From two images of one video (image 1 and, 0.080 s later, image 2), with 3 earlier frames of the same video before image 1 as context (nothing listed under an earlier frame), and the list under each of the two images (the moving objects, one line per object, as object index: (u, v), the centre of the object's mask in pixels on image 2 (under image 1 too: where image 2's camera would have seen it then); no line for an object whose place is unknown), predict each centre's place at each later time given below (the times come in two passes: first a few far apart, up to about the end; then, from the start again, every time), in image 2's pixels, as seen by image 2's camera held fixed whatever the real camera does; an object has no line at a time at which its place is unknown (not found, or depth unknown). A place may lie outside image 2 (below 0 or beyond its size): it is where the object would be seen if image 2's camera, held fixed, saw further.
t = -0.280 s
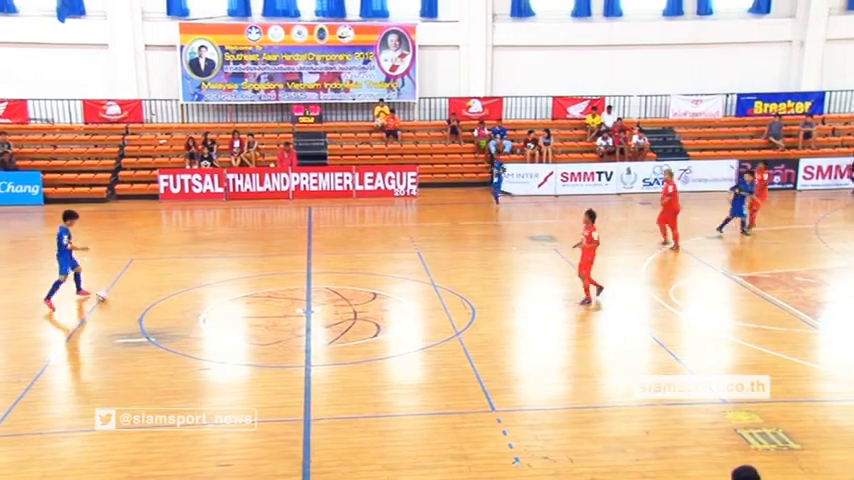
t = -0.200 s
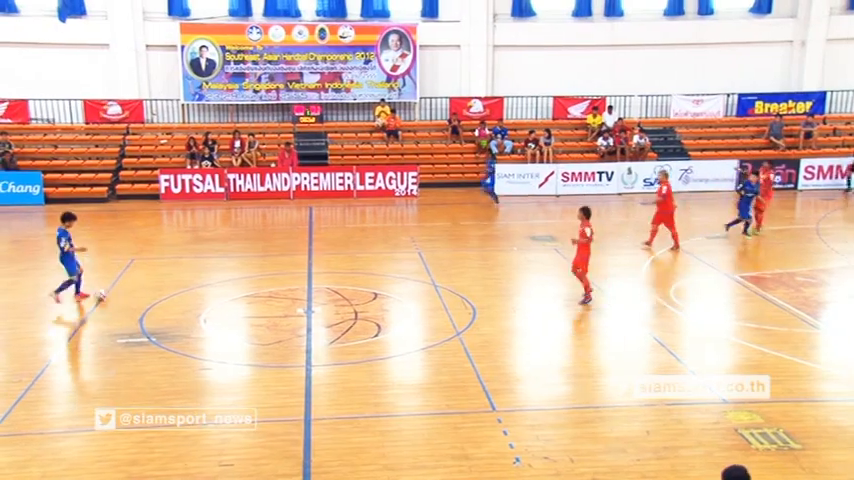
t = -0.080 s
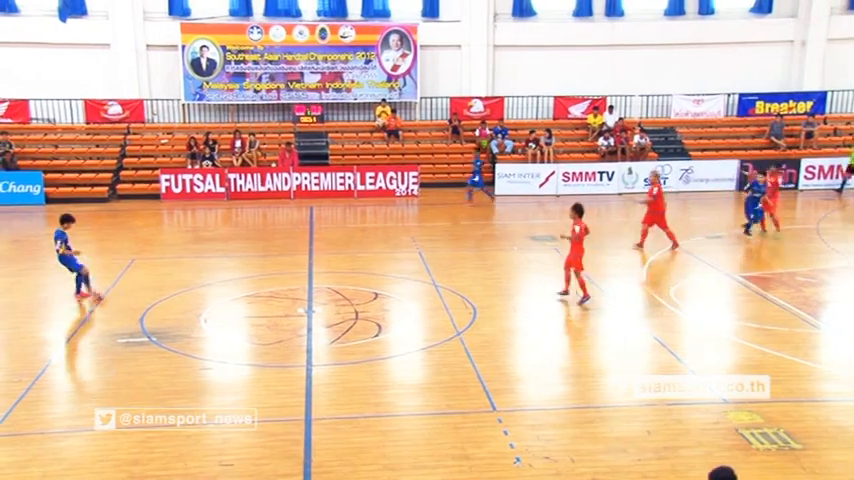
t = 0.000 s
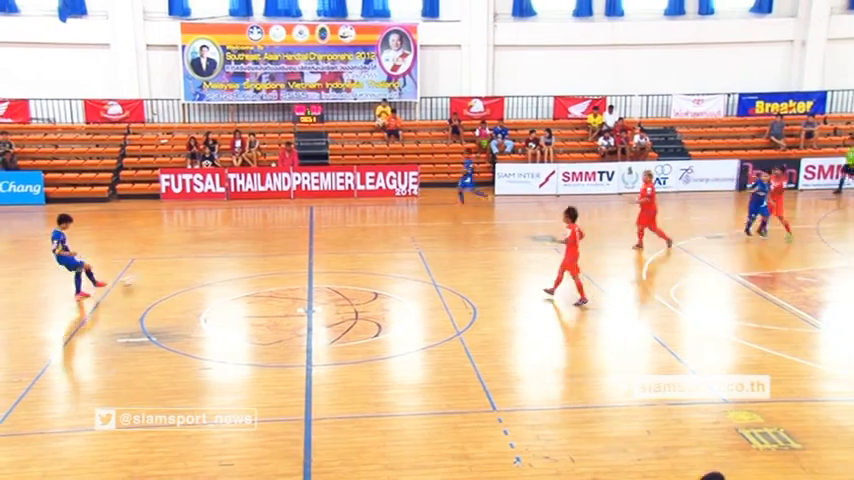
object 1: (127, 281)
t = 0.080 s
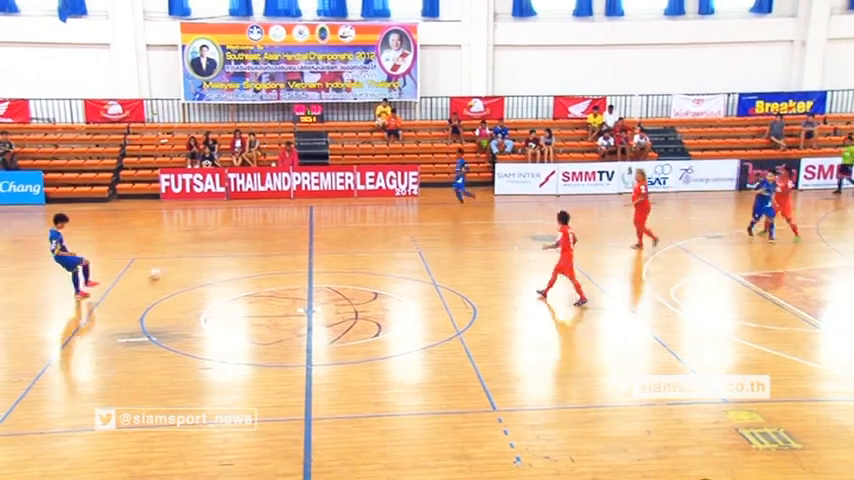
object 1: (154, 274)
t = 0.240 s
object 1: (196, 260)
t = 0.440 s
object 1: (238, 247)
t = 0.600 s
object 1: (264, 238)
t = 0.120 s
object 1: (165, 270)
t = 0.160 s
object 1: (176, 266)
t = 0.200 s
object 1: (186, 264)
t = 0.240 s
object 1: (196, 260)
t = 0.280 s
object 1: (205, 257)
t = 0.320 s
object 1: (214, 254)
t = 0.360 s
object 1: (222, 252)
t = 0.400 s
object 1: (230, 250)
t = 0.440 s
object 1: (238, 247)
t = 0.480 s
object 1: (244, 245)
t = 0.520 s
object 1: (251, 242)
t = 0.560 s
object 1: (258, 240)
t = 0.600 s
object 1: (264, 238)
